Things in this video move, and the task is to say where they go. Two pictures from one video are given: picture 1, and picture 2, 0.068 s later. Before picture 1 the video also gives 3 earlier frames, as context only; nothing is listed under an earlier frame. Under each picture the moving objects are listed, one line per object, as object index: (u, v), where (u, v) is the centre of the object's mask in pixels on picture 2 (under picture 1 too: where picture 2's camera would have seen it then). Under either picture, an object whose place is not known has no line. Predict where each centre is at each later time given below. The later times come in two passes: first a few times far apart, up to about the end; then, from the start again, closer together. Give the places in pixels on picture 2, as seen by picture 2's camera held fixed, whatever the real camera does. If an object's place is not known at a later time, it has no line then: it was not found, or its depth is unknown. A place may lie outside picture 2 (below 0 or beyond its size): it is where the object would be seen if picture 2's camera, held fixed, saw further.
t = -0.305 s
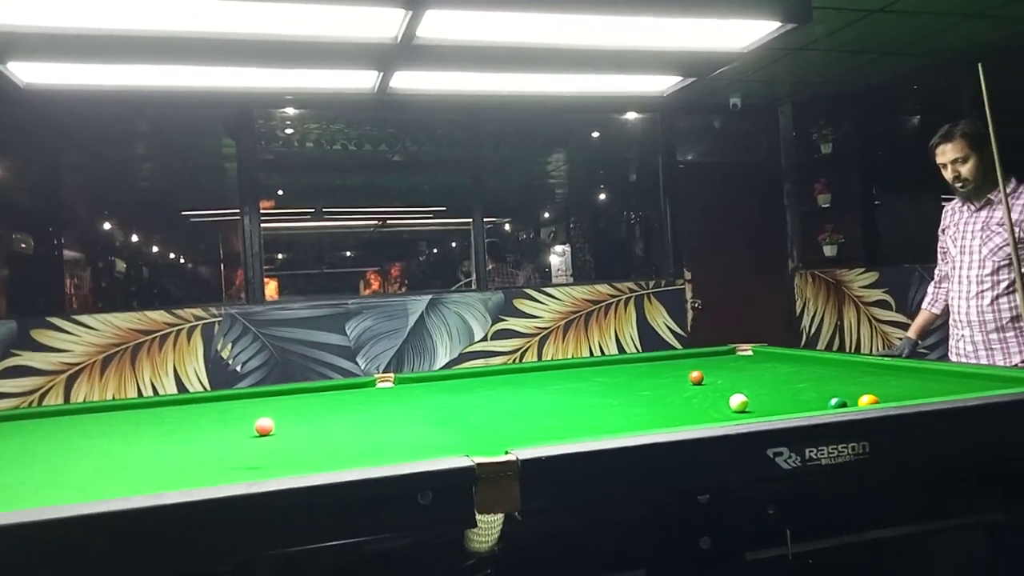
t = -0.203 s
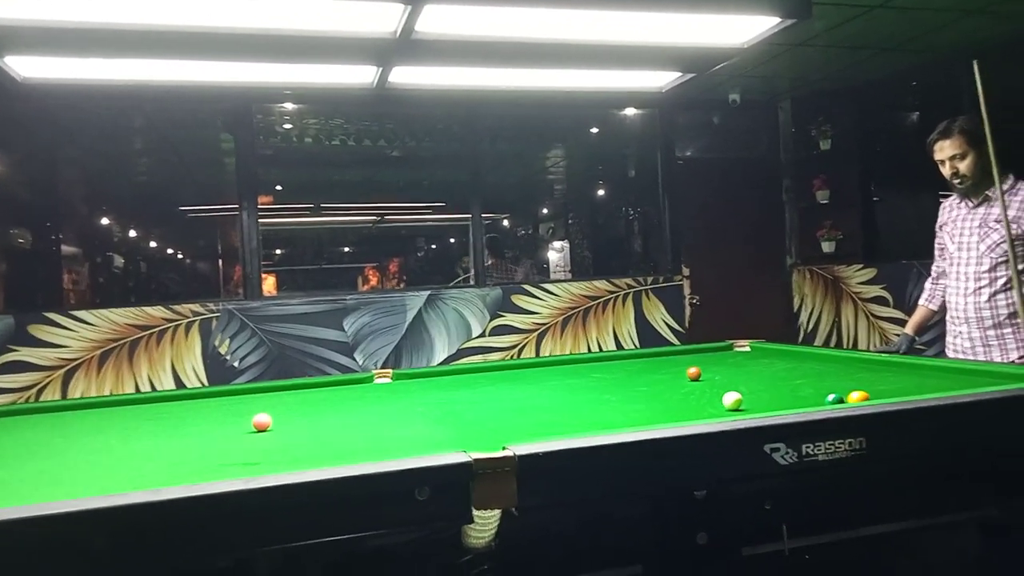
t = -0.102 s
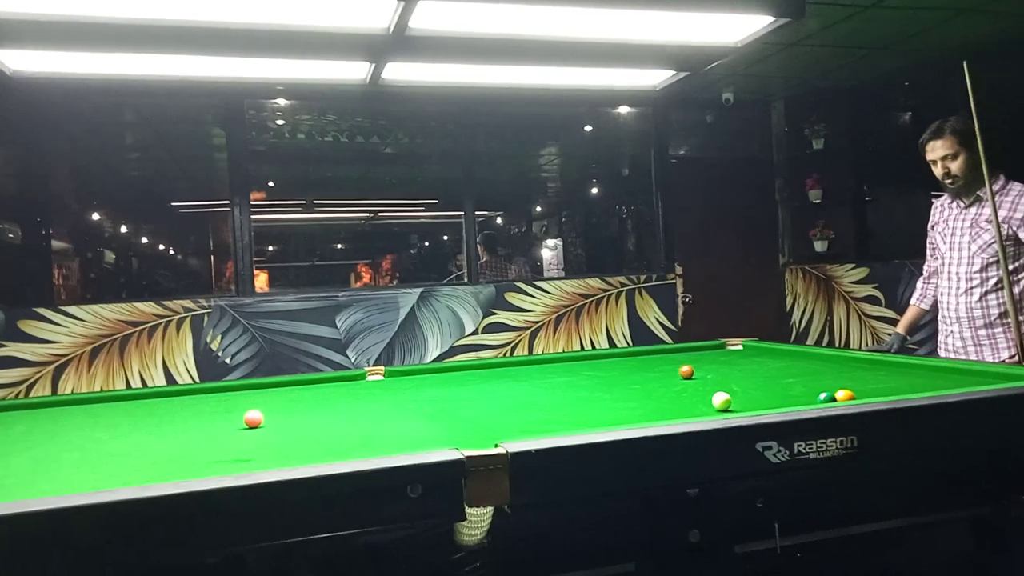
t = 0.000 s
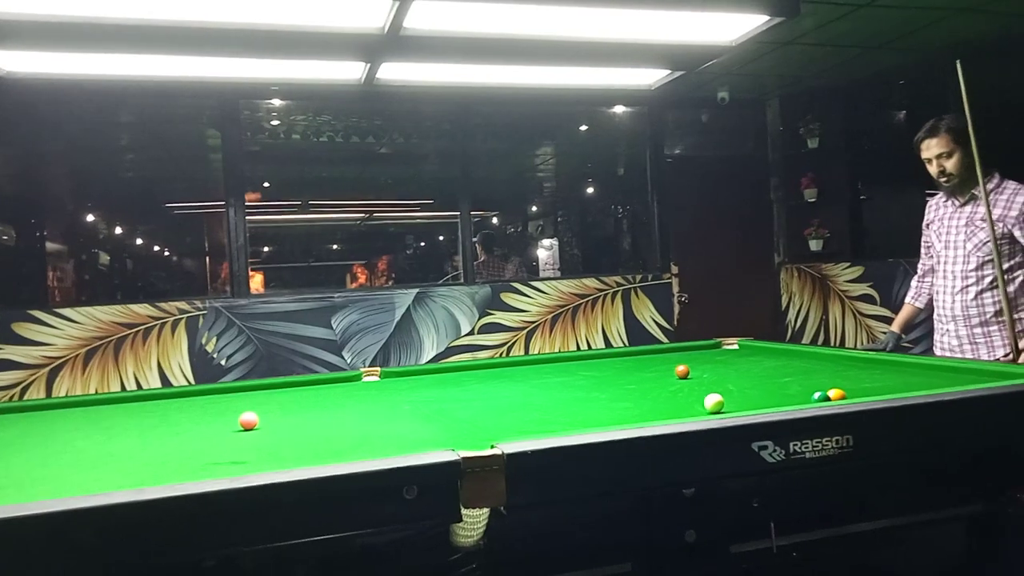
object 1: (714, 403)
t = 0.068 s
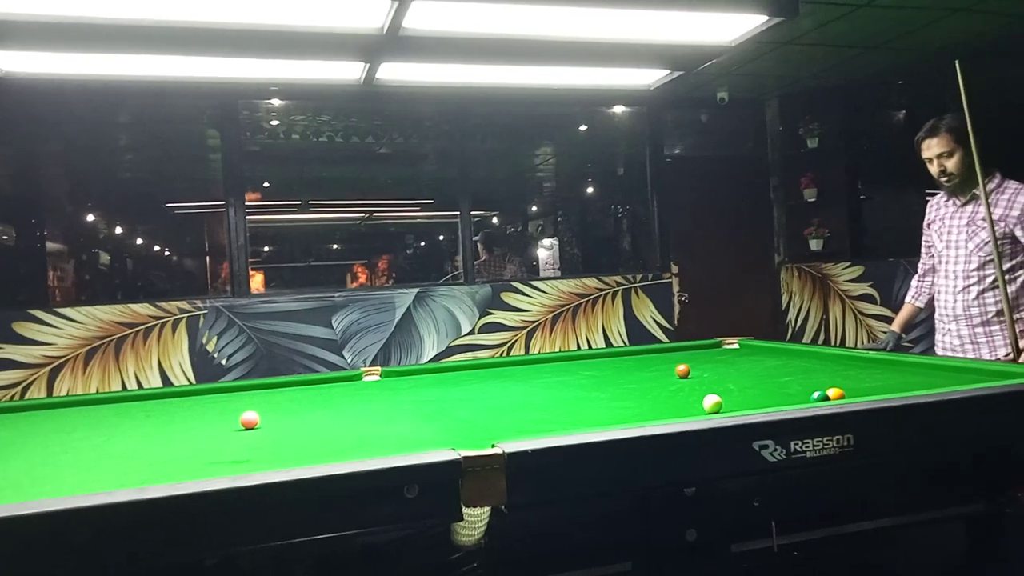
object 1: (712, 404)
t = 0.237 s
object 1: (706, 406)
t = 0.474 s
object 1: (698, 409)
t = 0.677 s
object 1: (692, 412)
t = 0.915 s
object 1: (677, 414)
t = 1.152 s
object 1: (662, 414)
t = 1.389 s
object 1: (648, 414)
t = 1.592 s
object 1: (638, 415)
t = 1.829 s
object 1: (628, 415)
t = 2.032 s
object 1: (621, 415)
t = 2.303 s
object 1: (614, 415)
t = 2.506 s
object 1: (610, 415)
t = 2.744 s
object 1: (608, 415)
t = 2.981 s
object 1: (607, 415)
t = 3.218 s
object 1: (607, 415)
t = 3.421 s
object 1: (607, 415)
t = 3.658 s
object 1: (607, 415)
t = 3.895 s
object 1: (607, 415)
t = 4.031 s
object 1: (607, 415)
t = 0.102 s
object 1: (711, 405)
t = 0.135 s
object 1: (710, 405)
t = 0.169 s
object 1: (708, 405)
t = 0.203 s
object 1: (707, 406)
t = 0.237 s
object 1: (706, 406)
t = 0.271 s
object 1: (705, 407)
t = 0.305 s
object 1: (704, 407)
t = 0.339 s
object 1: (703, 407)
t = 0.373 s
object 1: (702, 408)
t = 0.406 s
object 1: (700, 409)
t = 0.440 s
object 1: (699, 409)
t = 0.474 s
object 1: (698, 409)
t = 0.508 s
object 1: (697, 410)
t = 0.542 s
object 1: (696, 411)
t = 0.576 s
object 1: (695, 411)
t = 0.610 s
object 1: (694, 411)
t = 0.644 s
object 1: (693, 412)
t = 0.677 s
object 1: (692, 412)
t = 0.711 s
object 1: (691, 412)
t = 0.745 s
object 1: (690, 413)
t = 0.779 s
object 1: (687, 413)
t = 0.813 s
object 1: (685, 413)
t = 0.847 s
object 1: (682, 413)
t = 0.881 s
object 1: (680, 414)
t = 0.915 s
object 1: (677, 414)
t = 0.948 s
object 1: (675, 413)
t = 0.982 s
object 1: (672, 414)
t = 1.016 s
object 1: (670, 413)
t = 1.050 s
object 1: (668, 414)
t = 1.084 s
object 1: (666, 414)
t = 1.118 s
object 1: (664, 414)
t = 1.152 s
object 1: (662, 414)
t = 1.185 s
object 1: (660, 414)
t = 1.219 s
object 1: (657, 414)
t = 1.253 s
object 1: (655, 414)
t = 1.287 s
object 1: (654, 414)
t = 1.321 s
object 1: (652, 414)
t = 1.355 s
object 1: (650, 414)
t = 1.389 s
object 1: (648, 414)
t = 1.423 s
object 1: (646, 415)
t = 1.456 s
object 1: (644, 415)
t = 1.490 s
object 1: (643, 415)
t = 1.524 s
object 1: (641, 415)
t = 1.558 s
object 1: (639, 415)
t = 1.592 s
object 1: (638, 415)
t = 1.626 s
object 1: (636, 415)
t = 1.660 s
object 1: (634, 415)
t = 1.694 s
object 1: (633, 415)
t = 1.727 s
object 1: (632, 415)
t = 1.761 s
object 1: (630, 415)
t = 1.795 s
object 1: (629, 415)
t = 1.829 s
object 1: (628, 415)
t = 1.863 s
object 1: (627, 415)
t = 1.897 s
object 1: (625, 415)
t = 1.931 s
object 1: (624, 415)
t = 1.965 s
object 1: (623, 415)
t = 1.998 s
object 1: (622, 415)
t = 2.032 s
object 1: (621, 415)
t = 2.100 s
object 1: (619, 415)
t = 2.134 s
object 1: (618, 415)
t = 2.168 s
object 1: (617, 415)
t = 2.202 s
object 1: (616, 415)
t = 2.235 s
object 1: (615, 415)
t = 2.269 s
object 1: (615, 415)
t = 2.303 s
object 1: (614, 415)
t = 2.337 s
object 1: (613, 415)
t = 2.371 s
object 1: (613, 415)
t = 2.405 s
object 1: (612, 415)
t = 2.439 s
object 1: (612, 415)
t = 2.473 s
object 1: (611, 415)
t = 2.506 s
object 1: (610, 415)
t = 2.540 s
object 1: (610, 415)
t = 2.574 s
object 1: (610, 415)
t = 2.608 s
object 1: (609, 415)
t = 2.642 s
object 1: (609, 415)
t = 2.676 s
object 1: (609, 415)
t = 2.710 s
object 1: (609, 415)
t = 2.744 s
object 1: (608, 415)
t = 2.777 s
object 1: (608, 415)
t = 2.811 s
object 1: (608, 415)
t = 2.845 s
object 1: (608, 415)
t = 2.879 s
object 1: (608, 415)
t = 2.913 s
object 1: (608, 415)
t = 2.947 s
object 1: (607, 415)
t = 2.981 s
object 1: (607, 415)
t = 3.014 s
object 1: (607, 415)
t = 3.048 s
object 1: (607, 415)
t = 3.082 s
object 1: (607, 415)
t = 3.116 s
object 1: (607, 415)
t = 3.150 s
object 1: (607, 415)
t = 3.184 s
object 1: (607, 415)
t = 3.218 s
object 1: (607, 415)
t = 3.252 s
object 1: (607, 415)
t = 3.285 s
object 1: (607, 415)
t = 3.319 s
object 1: (607, 415)
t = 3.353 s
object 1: (607, 415)
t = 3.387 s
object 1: (607, 415)
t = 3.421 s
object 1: (607, 415)
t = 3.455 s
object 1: (607, 415)
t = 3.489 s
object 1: (607, 415)
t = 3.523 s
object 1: (607, 415)
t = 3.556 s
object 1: (607, 415)
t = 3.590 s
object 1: (607, 415)
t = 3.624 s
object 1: (607, 415)
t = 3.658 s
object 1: (607, 415)
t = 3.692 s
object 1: (607, 415)
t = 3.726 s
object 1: (607, 415)
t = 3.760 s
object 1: (607, 415)
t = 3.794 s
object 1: (607, 415)
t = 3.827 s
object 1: (607, 415)
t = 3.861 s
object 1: (607, 415)
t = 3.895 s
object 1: (607, 415)
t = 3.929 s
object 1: (607, 415)
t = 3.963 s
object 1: (607, 415)
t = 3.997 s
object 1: (607, 415)
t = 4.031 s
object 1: (607, 415)
